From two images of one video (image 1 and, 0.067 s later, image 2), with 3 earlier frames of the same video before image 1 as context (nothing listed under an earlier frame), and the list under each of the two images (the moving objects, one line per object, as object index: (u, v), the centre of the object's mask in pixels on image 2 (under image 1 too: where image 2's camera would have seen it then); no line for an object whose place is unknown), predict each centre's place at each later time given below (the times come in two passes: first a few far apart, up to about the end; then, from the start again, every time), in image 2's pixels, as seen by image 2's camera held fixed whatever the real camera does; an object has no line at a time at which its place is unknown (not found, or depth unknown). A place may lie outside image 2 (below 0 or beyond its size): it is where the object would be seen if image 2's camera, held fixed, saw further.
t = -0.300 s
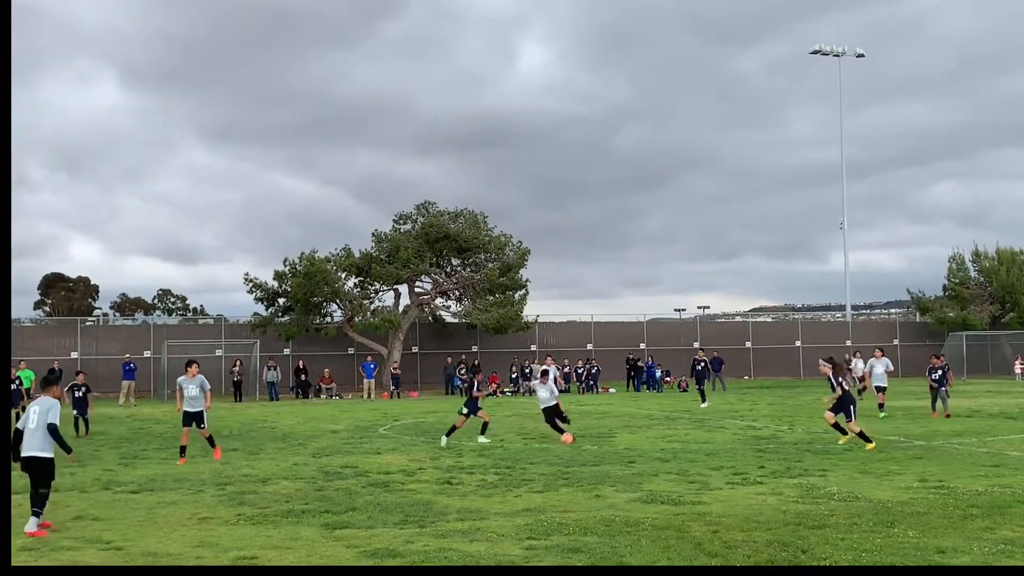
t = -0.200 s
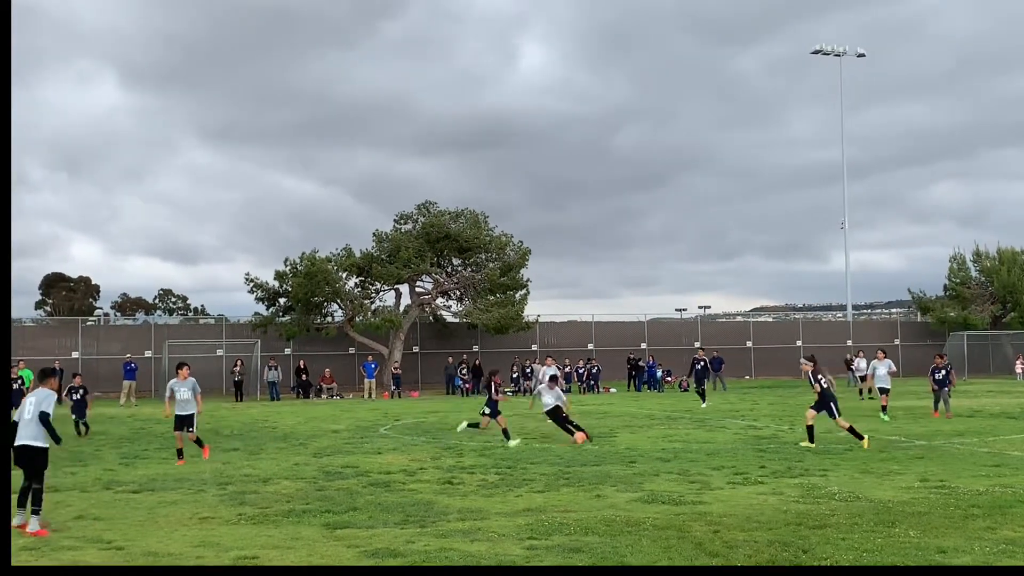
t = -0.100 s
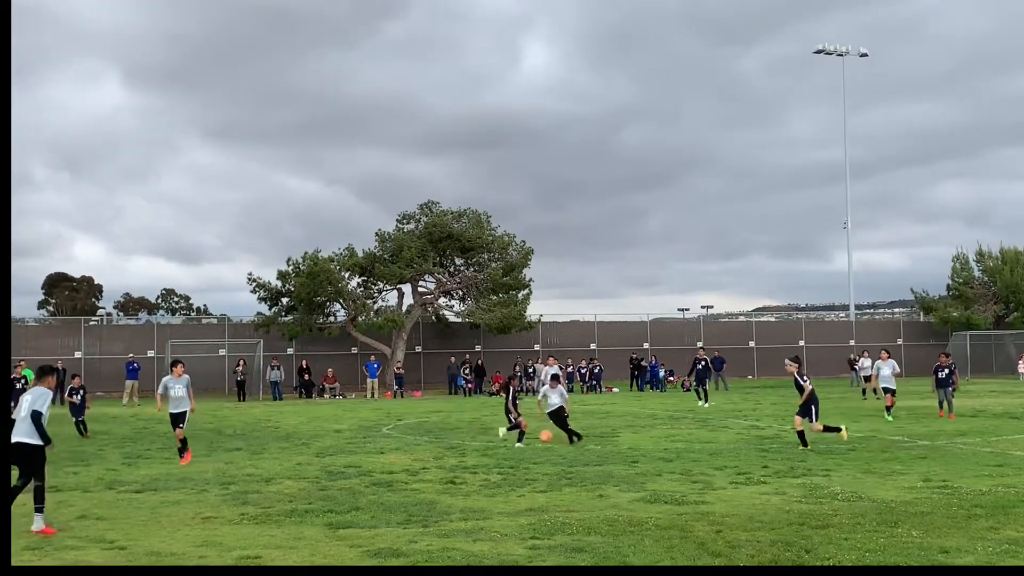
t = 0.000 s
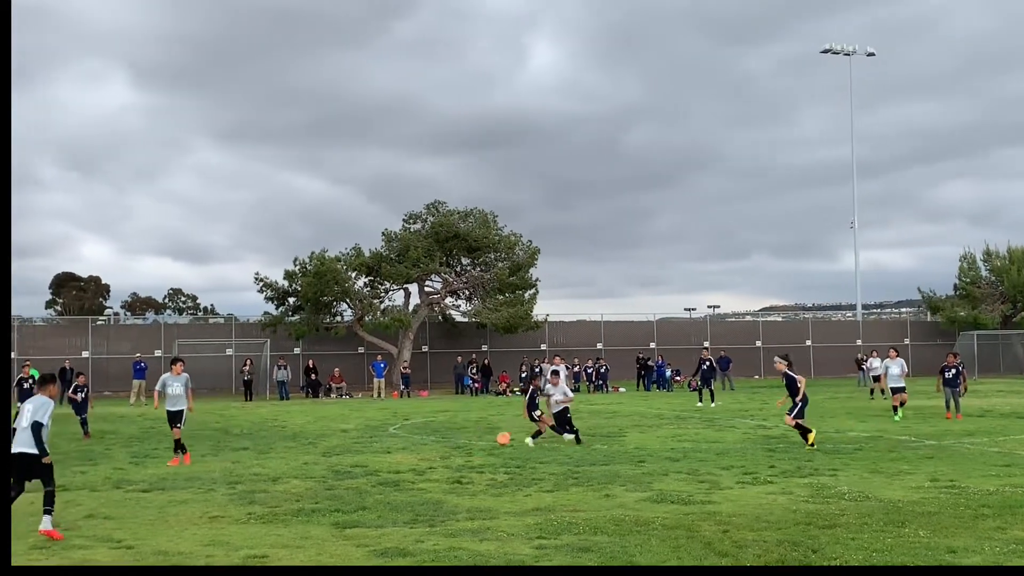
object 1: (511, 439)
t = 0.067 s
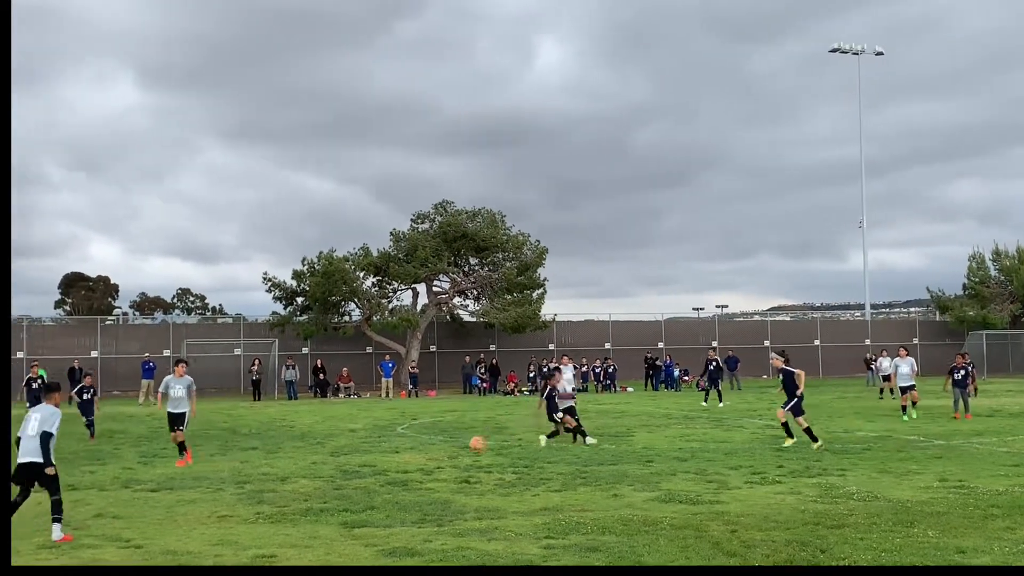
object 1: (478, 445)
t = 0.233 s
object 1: (376, 470)
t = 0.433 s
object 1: (258, 486)
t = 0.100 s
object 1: (458, 448)
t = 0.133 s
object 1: (439, 452)
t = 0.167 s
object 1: (418, 457)
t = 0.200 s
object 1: (397, 463)
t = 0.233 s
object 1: (376, 470)
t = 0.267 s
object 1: (358, 471)
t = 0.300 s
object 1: (339, 471)
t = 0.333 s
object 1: (319, 473)
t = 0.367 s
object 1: (301, 475)
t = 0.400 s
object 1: (279, 481)
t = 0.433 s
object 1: (258, 486)
